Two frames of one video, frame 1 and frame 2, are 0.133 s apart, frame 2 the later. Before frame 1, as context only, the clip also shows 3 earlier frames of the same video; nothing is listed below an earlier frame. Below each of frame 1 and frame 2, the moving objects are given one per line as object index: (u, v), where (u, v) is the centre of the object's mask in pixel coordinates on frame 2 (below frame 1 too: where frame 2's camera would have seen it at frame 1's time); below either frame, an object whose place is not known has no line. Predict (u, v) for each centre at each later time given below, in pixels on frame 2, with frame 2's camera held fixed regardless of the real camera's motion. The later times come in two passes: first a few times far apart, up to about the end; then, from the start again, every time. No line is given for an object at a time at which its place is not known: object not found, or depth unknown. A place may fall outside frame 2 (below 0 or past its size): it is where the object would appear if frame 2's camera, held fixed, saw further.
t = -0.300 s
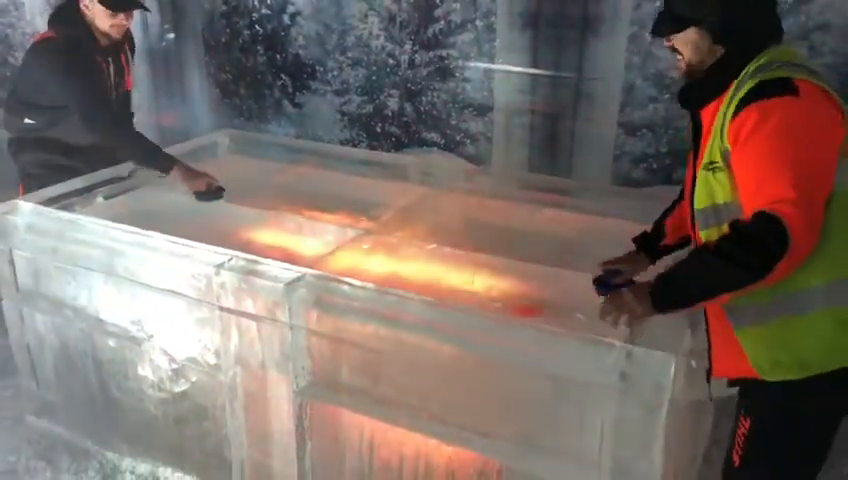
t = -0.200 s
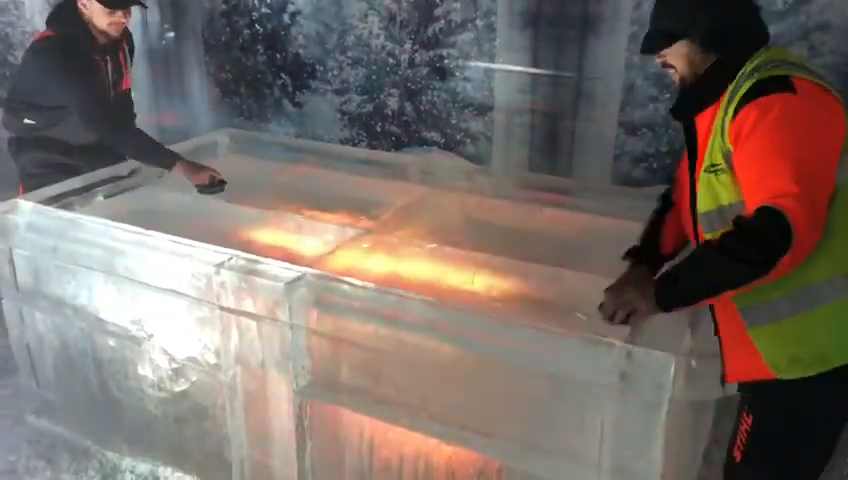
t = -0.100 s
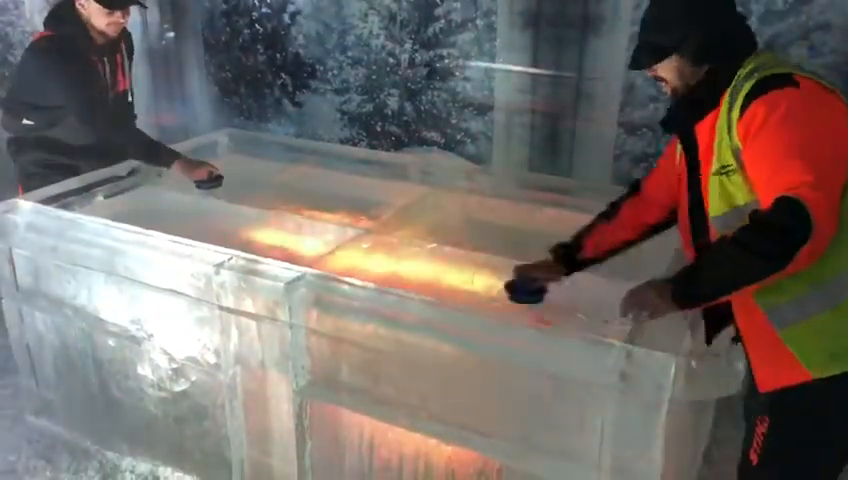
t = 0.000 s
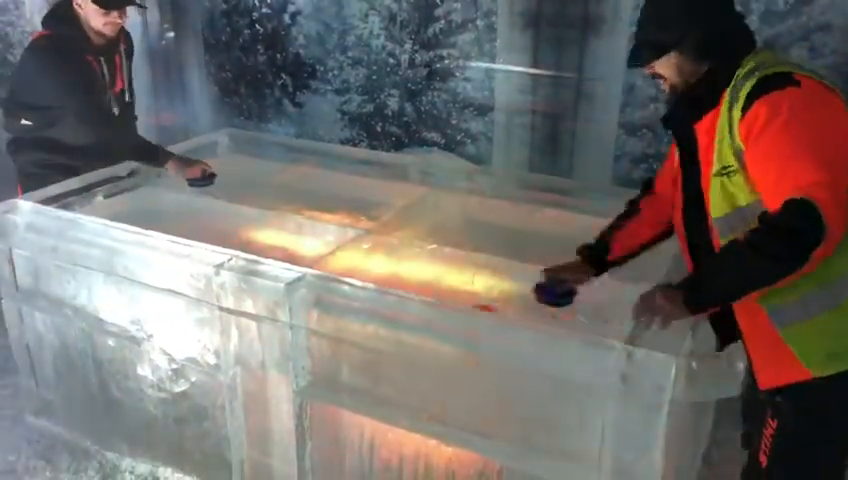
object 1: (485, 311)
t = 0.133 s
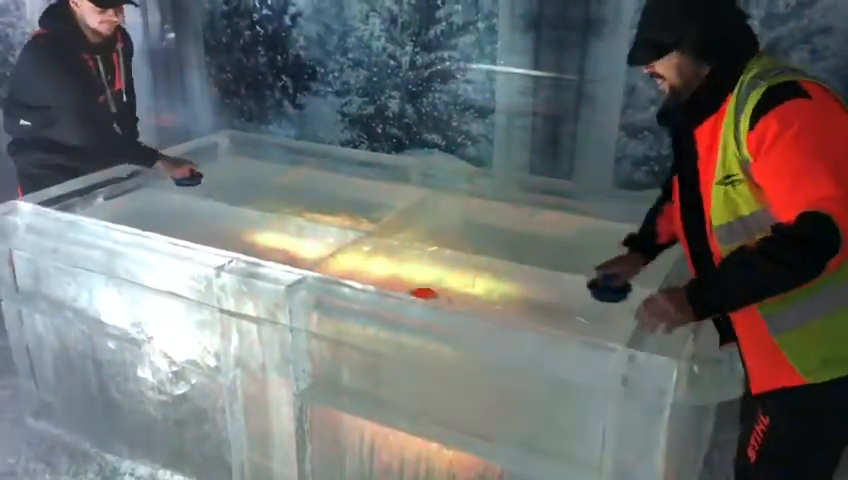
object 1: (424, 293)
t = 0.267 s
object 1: (372, 275)
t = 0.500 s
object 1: (297, 249)
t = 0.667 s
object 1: (255, 233)
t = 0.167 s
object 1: (411, 288)
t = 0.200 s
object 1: (396, 283)
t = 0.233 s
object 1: (384, 279)
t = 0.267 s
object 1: (372, 275)
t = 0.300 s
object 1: (360, 271)
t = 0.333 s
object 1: (349, 267)
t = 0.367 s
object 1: (338, 263)
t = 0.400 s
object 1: (328, 259)
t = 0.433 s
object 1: (319, 256)
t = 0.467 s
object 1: (307, 252)
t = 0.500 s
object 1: (297, 249)
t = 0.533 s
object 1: (289, 245)
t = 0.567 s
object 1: (280, 242)
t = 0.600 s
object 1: (271, 239)
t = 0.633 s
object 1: (264, 236)
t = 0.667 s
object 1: (255, 233)
